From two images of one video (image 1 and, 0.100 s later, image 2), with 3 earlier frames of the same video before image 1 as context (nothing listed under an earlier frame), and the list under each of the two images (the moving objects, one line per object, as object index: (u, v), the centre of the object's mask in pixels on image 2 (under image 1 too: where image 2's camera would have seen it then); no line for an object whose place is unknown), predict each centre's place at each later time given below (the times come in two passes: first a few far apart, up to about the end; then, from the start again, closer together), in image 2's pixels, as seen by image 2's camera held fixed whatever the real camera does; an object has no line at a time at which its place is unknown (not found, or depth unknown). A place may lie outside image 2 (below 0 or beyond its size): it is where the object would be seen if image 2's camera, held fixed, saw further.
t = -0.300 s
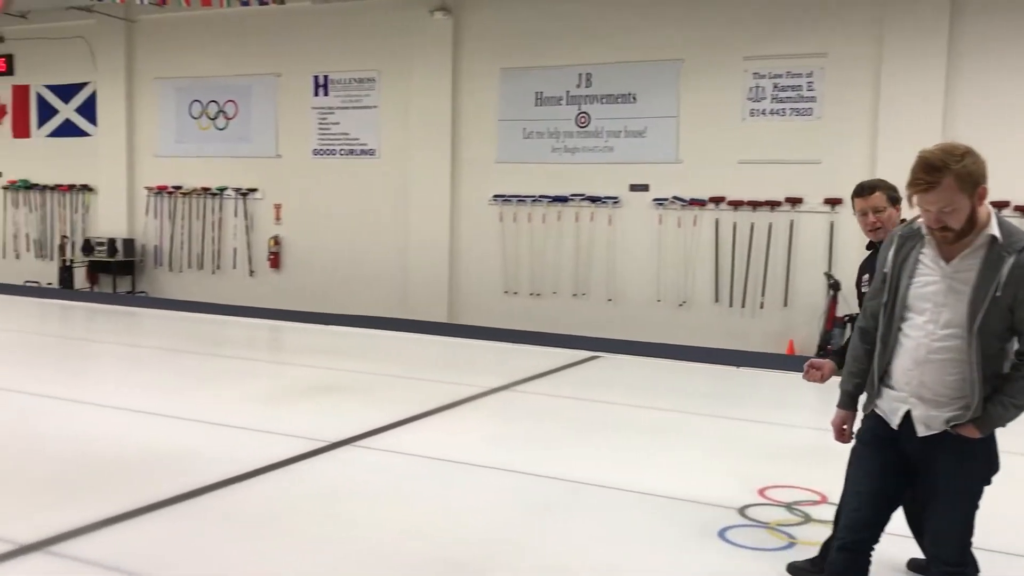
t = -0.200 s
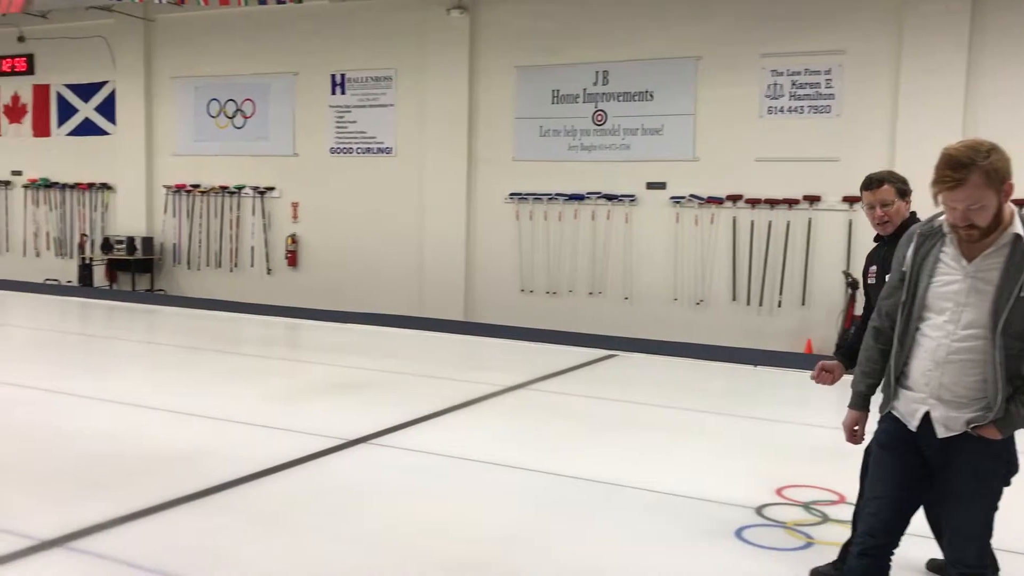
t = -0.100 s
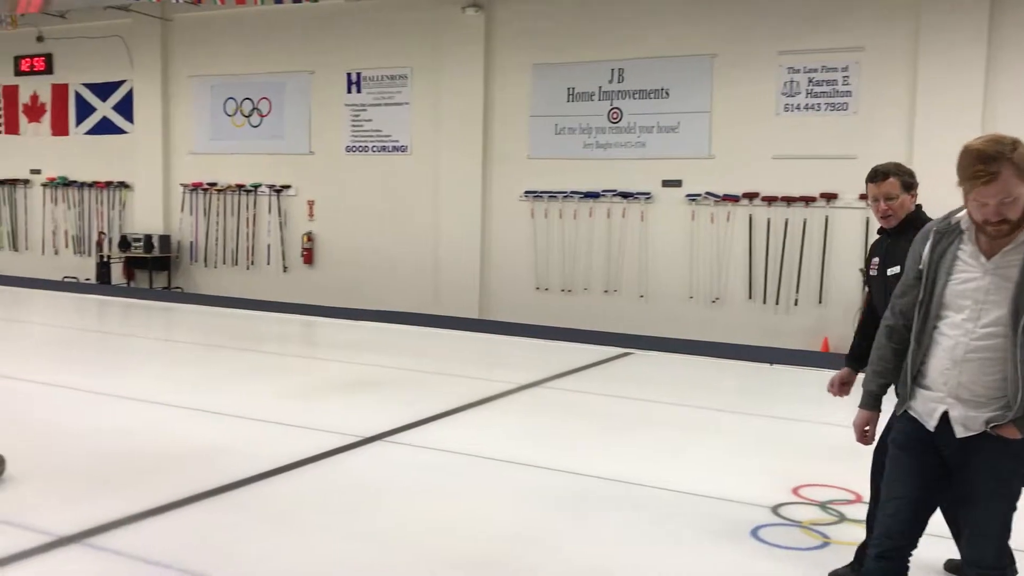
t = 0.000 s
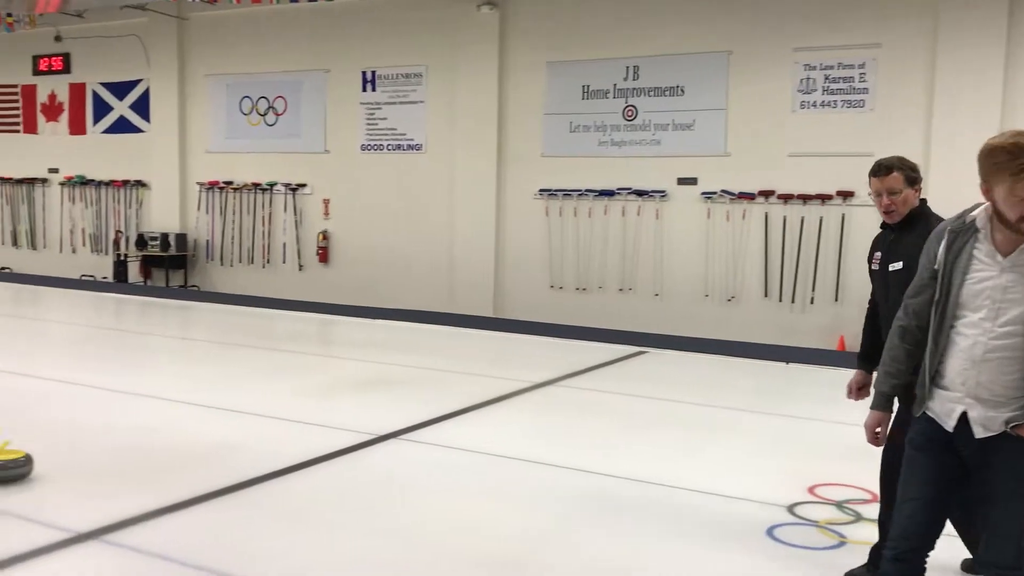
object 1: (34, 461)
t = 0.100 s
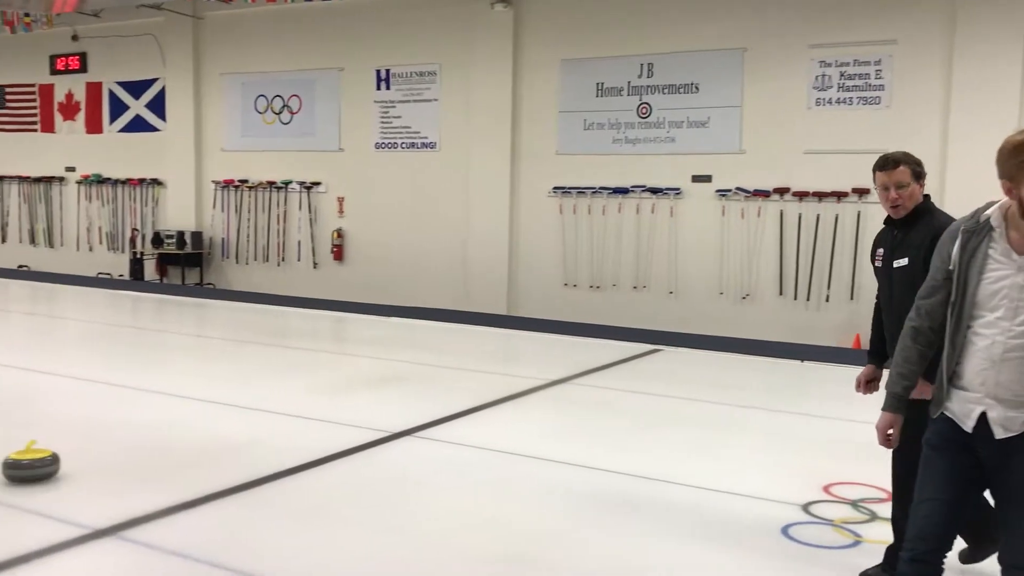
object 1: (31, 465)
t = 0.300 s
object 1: (44, 469)
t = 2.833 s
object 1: (287, 528)
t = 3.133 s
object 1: (320, 534)
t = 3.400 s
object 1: (347, 540)
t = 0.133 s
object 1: (33, 466)
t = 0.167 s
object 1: (35, 466)
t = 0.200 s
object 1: (37, 467)
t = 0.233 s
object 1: (39, 468)
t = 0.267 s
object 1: (41, 468)
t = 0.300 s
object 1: (44, 469)
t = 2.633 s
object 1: (266, 524)
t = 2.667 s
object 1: (269, 524)
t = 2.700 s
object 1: (273, 524)
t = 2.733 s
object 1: (276, 525)
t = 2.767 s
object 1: (280, 526)
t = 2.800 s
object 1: (284, 527)
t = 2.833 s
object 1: (287, 528)
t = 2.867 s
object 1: (291, 528)
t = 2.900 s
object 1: (295, 529)
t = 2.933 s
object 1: (298, 530)
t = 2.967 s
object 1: (302, 530)
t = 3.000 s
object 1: (306, 531)
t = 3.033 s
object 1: (310, 532)
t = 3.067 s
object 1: (313, 532)
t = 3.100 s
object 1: (317, 534)
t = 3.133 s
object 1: (320, 534)
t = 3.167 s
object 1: (323, 536)
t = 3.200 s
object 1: (326, 536)
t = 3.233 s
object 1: (330, 537)
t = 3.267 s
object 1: (333, 537)
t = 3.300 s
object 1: (337, 538)
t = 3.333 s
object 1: (340, 539)
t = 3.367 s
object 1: (343, 540)
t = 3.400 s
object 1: (347, 540)
